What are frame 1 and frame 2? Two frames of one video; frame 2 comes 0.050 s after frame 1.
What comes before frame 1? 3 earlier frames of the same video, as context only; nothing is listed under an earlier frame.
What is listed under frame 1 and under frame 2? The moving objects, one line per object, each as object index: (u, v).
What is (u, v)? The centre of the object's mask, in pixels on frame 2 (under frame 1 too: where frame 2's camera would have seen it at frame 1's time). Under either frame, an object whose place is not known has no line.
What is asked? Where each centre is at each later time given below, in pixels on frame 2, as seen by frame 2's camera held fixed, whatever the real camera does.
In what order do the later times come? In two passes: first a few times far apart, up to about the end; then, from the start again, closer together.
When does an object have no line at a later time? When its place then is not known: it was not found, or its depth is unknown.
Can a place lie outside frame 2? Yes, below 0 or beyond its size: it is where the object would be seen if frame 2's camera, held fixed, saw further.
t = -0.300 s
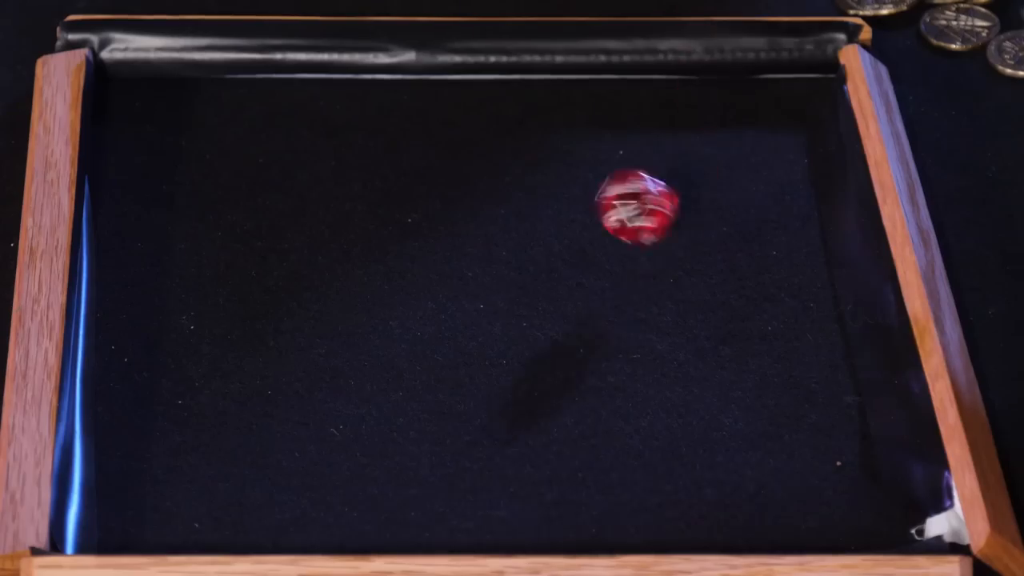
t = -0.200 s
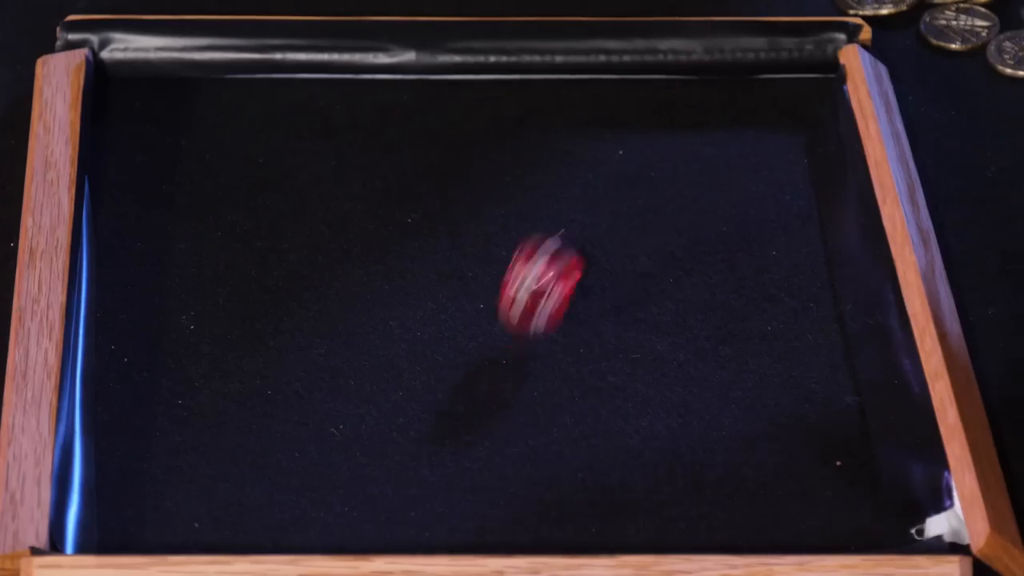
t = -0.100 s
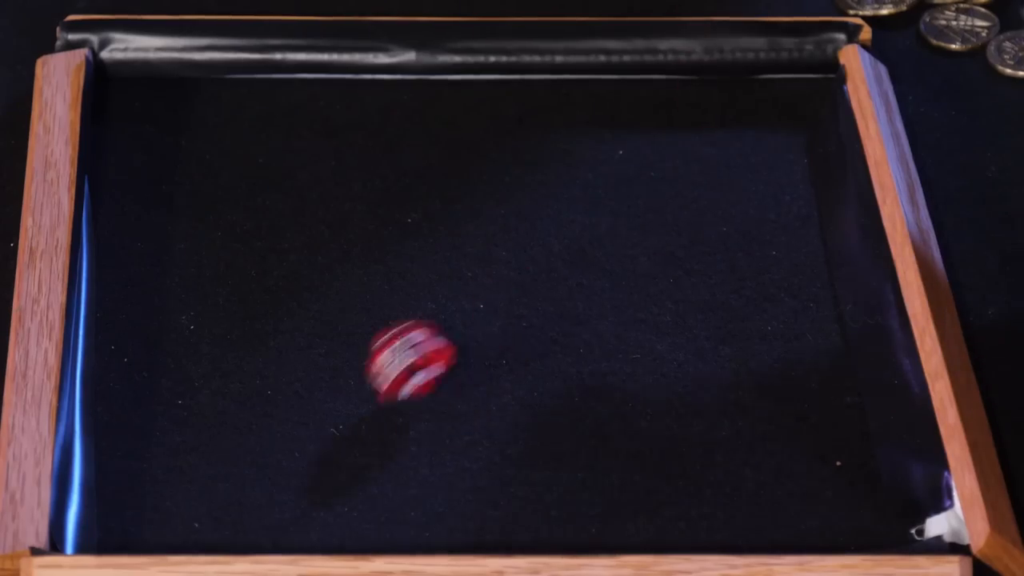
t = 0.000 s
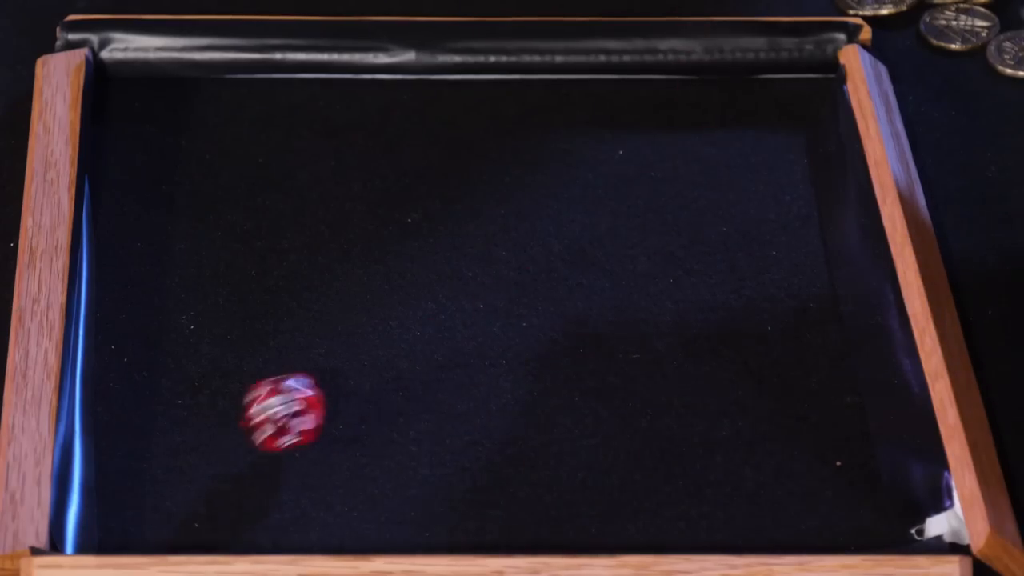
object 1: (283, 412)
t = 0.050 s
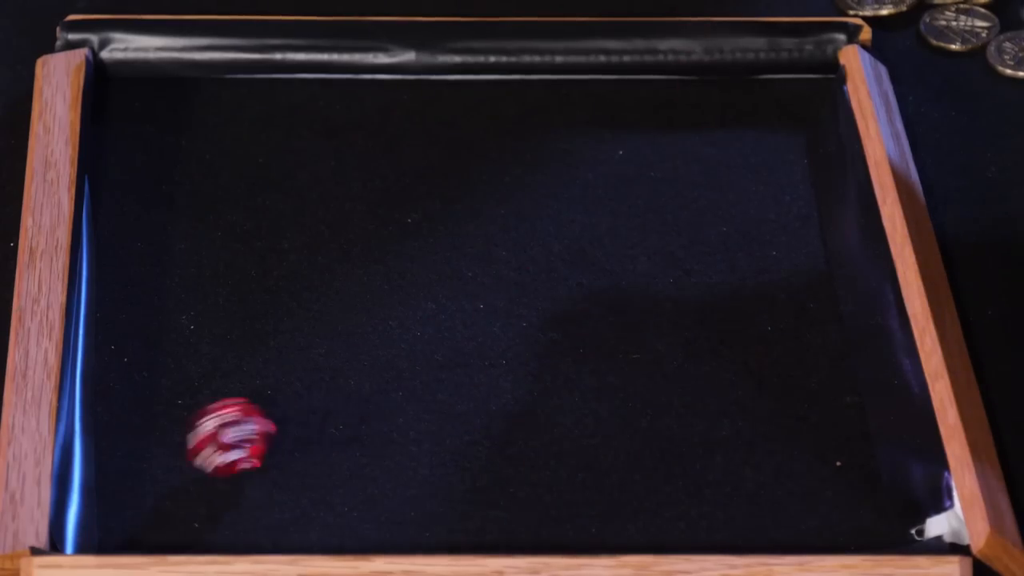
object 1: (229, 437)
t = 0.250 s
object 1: (102, 475)
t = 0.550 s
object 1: (112, 463)
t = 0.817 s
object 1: (112, 463)
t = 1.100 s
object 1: (112, 463)
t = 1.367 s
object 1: (112, 463)
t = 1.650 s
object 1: (112, 463)
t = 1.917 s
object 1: (112, 463)
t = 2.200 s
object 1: (112, 463)
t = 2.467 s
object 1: (112, 463)
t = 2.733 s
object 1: (112, 463)
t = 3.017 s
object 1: (112, 463)
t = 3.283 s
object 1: (112, 463)
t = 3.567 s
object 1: (112, 463)
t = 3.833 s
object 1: (112, 463)
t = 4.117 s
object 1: (112, 463)
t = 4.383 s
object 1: (112, 463)
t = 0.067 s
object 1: (211, 442)
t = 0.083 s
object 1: (191, 448)
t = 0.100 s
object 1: (175, 449)
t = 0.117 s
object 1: (160, 456)
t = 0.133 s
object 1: (145, 463)
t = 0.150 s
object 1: (130, 464)
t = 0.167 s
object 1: (117, 468)
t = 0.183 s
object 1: (104, 468)
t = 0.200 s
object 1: (94, 470)
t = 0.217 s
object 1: (96, 472)
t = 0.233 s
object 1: (100, 475)
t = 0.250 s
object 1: (102, 475)
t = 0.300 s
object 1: (100, 475)
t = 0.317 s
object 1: (99, 474)
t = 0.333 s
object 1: (99, 473)
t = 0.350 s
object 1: (99, 471)
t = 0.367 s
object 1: (99, 470)
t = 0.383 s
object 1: (101, 469)
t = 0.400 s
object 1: (103, 469)
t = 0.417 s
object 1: (104, 467)
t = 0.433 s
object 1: (106, 467)
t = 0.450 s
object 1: (108, 466)
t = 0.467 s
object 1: (111, 464)
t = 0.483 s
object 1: (113, 462)
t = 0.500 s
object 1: (115, 460)
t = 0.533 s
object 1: (113, 462)
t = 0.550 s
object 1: (112, 463)
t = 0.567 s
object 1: (111, 464)
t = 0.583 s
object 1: (110, 465)
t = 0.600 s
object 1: (110, 464)
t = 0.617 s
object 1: (112, 464)
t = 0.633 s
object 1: (112, 463)
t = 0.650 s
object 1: (113, 462)
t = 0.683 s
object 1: (112, 463)
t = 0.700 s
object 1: (112, 464)
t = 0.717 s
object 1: (112, 464)
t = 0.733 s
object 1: (112, 463)
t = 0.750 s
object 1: (112, 463)
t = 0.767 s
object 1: (112, 463)
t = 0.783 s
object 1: (112, 463)
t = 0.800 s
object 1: (112, 463)
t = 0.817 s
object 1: (112, 463)
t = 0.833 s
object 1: (112, 463)
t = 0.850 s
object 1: (112, 463)
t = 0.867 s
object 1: (112, 463)
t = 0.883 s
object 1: (112, 463)
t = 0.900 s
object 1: (112, 463)
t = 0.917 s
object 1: (112, 463)
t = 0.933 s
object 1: (112, 463)
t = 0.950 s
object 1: (112, 463)
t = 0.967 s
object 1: (112, 463)
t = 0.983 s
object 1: (112, 463)
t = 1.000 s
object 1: (112, 463)
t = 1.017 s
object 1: (112, 463)
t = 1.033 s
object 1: (112, 463)
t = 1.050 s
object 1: (112, 463)
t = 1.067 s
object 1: (112, 463)
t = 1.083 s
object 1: (112, 463)
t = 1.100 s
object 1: (112, 463)
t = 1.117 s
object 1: (112, 463)
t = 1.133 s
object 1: (112, 463)
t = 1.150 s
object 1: (112, 463)
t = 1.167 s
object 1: (112, 463)
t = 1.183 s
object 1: (112, 463)
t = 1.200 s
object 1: (112, 463)
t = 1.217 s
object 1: (112, 463)
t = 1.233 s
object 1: (112, 463)
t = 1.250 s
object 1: (112, 463)
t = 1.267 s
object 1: (112, 463)
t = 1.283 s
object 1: (112, 463)
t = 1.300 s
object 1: (112, 463)
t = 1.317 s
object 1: (112, 463)
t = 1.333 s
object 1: (112, 463)
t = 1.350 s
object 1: (112, 463)
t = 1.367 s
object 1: (112, 463)
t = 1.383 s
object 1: (112, 463)
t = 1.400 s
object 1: (112, 463)
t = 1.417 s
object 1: (112, 463)
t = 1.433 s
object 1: (112, 463)
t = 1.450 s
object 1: (112, 463)
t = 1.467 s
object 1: (112, 463)
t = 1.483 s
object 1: (112, 463)
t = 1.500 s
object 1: (112, 463)
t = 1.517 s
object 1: (112, 463)
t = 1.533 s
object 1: (112, 463)
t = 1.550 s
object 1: (112, 463)
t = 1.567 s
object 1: (112, 463)
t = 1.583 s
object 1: (112, 463)
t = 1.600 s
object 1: (112, 463)
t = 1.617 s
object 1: (112, 463)
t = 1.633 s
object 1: (112, 463)
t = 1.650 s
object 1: (112, 463)
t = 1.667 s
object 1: (112, 463)
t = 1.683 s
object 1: (112, 463)
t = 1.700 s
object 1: (112, 463)
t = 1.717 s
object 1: (112, 463)
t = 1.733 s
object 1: (112, 463)
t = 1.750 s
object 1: (112, 463)
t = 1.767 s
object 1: (112, 463)
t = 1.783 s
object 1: (112, 463)
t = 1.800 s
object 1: (112, 463)
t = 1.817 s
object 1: (112, 463)
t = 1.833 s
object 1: (112, 463)
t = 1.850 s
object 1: (112, 463)
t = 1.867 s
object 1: (112, 463)
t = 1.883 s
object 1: (112, 463)
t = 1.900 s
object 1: (112, 463)
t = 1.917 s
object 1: (112, 463)
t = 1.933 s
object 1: (112, 463)
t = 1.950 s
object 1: (112, 463)
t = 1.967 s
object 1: (112, 463)
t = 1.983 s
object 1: (112, 463)
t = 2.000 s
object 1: (112, 463)
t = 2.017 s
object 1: (112, 463)
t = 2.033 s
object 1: (112, 463)
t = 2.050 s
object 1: (112, 463)
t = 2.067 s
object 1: (112, 463)
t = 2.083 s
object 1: (112, 463)
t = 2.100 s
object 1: (112, 463)
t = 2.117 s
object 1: (112, 463)
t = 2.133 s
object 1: (112, 463)
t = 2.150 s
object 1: (112, 463)
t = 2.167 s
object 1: (112, 463)
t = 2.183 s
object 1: (112, 463)
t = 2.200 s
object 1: (112, 463)
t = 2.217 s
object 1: (112, 463)
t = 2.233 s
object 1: (112, 463)
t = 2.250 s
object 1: (112, 463)
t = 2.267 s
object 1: (112, 463)
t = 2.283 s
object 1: (112, 463)
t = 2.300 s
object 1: (112, 463)
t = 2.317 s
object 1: (112, 463)
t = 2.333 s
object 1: (112, 463)
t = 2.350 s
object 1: (112, 463)
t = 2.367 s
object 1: (112, 463)
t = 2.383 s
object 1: (112, 463)
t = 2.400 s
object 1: (112, 463)
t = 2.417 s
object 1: (112, 463)
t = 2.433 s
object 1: (112, 463)
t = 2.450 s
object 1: (112, 463)
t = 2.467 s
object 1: (112, 463)
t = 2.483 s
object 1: (112, 463)
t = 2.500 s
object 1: (112, 463)
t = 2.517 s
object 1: (112, 463)
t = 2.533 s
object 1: (112, 463)
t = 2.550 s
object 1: (112, 463)
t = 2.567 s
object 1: (112, 463)
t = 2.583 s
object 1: (112, 463)
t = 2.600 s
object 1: (112, 463)
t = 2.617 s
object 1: (112, 463)
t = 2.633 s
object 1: (112, 463)
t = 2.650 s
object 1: (112, 463)
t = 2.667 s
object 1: (112, 463)
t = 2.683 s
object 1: (112, 463)
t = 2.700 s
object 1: (112, 463)
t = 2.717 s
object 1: (112, 463)
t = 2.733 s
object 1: (112, 463)
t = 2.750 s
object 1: (112, 463)
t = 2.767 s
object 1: (112, 463)
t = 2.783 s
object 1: (112, 463)
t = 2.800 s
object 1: (112, 463)
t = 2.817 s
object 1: (112, 463)
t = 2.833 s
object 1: (112, 463)
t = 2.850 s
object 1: (112, 463)
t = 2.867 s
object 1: (112, 463)
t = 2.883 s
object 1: (112, 463)
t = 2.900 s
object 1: (112, 463)
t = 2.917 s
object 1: (112, 463)
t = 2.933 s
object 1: (112, 463)
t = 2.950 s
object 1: (112, 463)
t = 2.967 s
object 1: (112, 463)
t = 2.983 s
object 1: (112, 463)
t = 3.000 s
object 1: (112, 463)
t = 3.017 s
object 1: (112, 463)
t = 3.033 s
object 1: (112, 463)
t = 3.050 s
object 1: (112, 463)
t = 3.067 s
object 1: (112, 463)
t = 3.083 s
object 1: (112, 463)
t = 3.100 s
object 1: (112, 463)
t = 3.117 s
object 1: (112, 463)
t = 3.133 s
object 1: (112, 463)
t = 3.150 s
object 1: (112, 463)
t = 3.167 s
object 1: (112, 463)
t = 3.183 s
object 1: (112, 463)
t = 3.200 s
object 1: (112, 463)
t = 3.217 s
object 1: (112, 463)
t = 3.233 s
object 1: (112, 463)
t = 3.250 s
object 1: (112, 463)
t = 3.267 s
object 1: (112, 463)
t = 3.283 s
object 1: (112, 463)
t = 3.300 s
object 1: (112, 463)
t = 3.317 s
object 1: (112, 463)
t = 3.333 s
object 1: (112, 463)
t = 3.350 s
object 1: (112, 463)
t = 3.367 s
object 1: (112, 463)
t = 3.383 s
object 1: (112, 463)
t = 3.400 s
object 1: (112, 463)
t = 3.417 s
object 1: (112, 463)
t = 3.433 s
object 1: (112, 463)
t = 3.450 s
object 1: (112, 463)
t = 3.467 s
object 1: (112, 463)
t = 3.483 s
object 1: (112, 463)
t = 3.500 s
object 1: (112, 463)
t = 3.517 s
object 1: (112, 463)
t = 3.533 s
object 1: (112, 463)
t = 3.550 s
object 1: (112, 463)
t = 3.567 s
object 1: (112, 463)
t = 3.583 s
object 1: (112, 463)
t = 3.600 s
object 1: (112, 463)
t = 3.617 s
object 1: (112, 463)
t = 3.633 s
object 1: (112, 463)
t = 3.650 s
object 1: (112, 463)
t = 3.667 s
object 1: (112, 463)
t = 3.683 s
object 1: (112, 463)
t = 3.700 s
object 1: (112, 463)
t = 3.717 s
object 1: (112, 463)
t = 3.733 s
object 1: (112, 463)
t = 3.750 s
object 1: (112, 463)
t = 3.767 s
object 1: (112, 463)
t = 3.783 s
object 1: (112, 463)
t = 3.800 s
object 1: (112, 463)
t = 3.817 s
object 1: (112, 463)
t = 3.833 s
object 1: (112, 463)
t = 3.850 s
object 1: (112, 463)
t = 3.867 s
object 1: (112, 463)
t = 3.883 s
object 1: (112, 463)
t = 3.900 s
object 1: (112, 463)
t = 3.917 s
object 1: (112, 463)
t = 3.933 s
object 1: (112, 463)
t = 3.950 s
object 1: (112, 463)
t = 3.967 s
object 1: (112, 463)
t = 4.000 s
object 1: (112, 463)
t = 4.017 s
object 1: (112, 463)
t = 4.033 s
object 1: (112, 463)
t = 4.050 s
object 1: (112, 463)
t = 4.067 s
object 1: (112, 463)
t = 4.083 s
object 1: (112, 463)
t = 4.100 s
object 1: (112, 463)
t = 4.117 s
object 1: (112, 463)
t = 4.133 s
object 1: (112, 463)
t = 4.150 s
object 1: (112, 463)
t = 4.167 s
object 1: (112, 463)
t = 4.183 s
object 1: (112, 463)
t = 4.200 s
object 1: (112, 463)
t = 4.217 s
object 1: (112, 463)
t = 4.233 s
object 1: (112, 463)
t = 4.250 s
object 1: (112, 463)
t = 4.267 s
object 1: (112, 464)
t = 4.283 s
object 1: (112, 463)
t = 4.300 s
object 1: (112, 463)
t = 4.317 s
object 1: (112, 463)
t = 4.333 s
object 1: (112, 463)
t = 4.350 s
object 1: (112, 463)
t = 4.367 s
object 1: (112, 463)
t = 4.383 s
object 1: (112, 463)
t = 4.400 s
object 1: (112, 463)
